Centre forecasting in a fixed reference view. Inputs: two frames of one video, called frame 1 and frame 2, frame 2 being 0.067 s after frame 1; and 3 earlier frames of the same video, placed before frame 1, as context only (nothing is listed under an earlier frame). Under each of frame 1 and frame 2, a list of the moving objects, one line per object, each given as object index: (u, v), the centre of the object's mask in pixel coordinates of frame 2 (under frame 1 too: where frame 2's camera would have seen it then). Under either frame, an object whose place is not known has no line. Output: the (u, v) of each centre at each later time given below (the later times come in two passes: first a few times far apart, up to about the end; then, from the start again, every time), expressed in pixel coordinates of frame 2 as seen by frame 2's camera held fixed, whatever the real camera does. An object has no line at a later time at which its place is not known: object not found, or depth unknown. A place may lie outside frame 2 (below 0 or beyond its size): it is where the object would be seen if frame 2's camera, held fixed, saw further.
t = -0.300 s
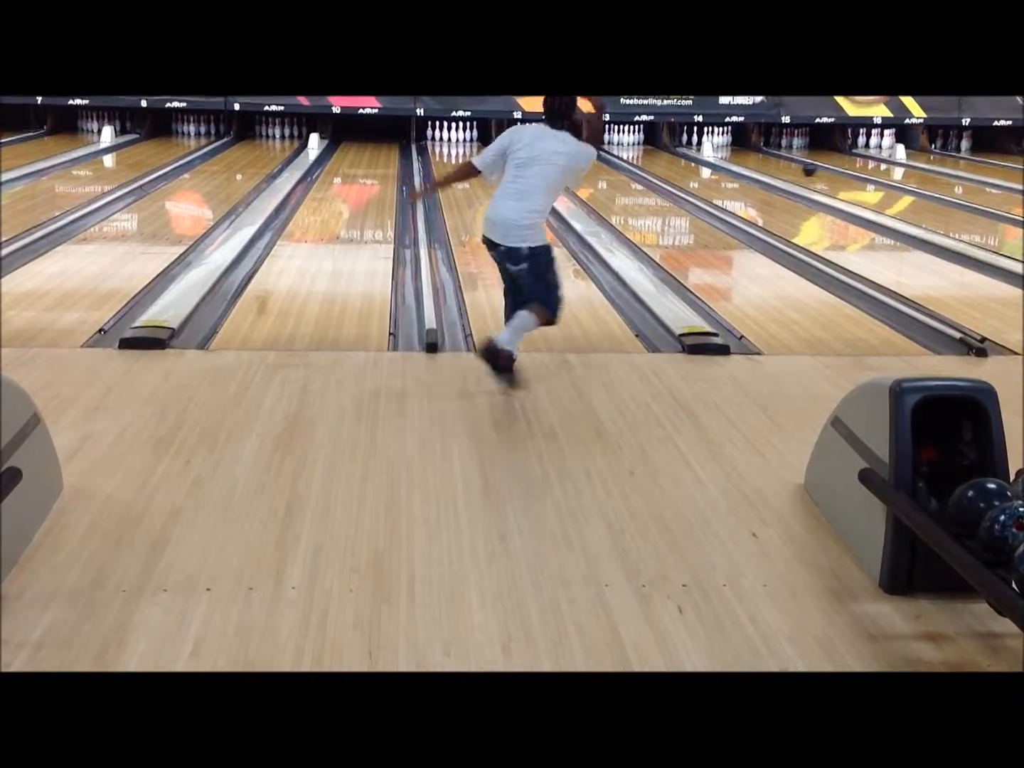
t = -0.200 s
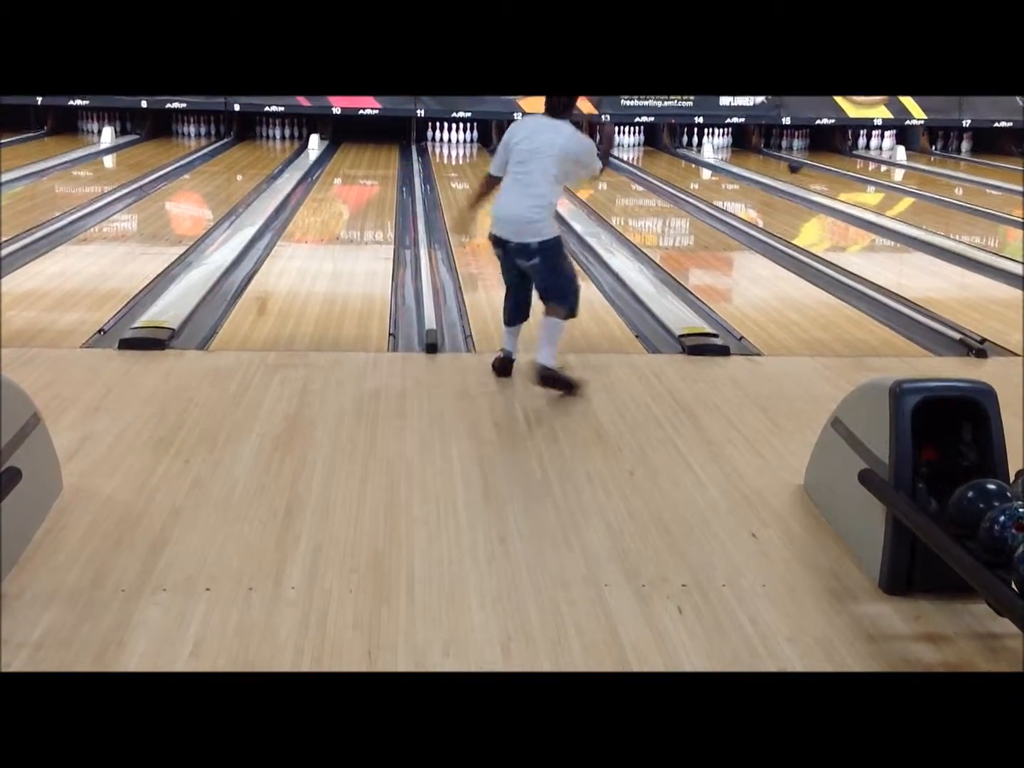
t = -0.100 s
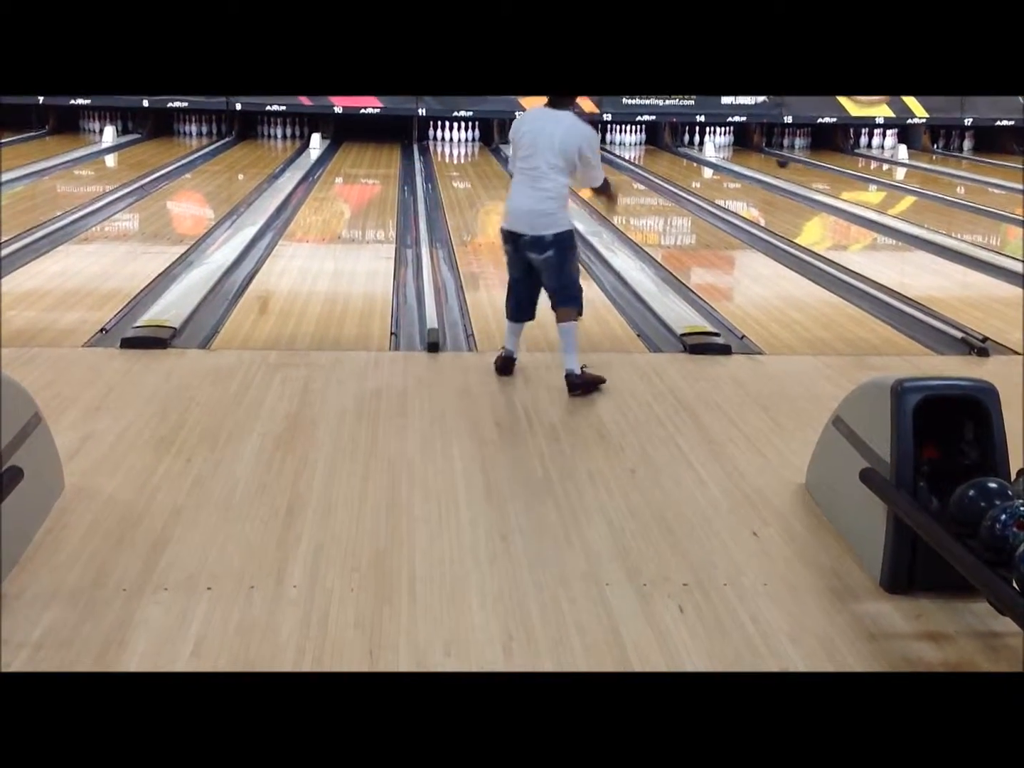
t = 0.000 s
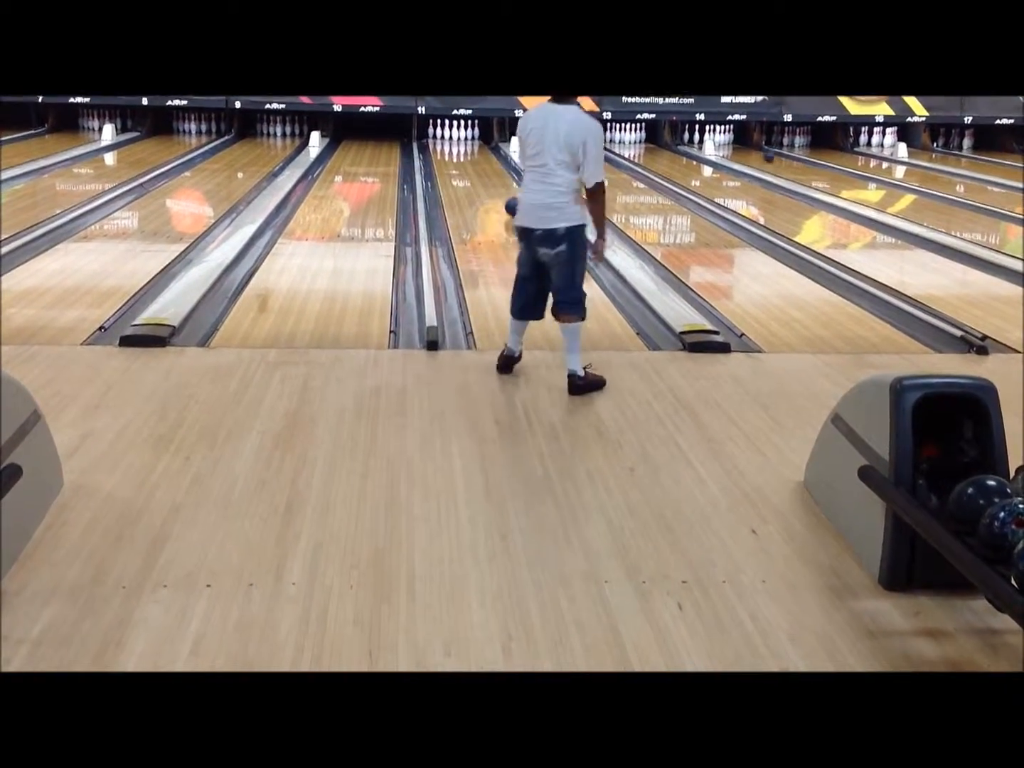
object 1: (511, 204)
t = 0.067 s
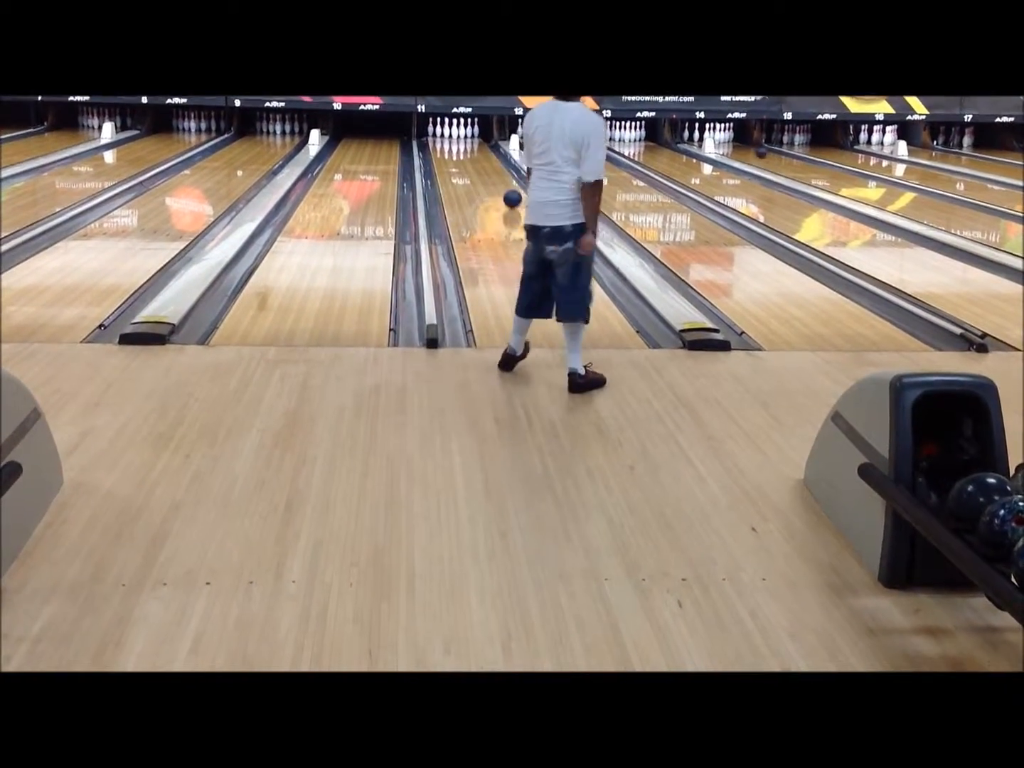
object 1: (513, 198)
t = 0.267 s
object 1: (508, 184)
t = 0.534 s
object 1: (502, 169)
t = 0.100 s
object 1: (512, 195)
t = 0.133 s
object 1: (511, 193)
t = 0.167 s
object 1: (510, 191)
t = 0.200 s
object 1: (509, 189)
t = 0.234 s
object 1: (509, 186)
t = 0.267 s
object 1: (508, 184)
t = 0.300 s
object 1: (507, 182)
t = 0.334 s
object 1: (506, 180)
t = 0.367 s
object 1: (506, 178)
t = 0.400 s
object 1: (505, 176)
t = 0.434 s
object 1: (504, 174)
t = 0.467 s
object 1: (503, 172)
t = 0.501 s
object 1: (502, 171)
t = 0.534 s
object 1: (502, 169)
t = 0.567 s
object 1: (501, 167)
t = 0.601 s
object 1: (499, 166)
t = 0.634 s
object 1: (499, 164)
